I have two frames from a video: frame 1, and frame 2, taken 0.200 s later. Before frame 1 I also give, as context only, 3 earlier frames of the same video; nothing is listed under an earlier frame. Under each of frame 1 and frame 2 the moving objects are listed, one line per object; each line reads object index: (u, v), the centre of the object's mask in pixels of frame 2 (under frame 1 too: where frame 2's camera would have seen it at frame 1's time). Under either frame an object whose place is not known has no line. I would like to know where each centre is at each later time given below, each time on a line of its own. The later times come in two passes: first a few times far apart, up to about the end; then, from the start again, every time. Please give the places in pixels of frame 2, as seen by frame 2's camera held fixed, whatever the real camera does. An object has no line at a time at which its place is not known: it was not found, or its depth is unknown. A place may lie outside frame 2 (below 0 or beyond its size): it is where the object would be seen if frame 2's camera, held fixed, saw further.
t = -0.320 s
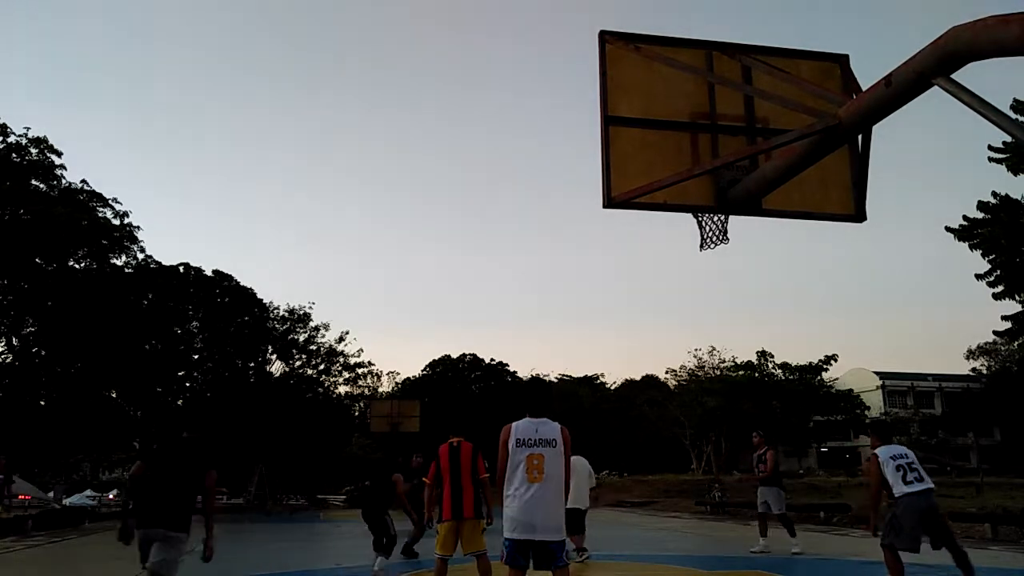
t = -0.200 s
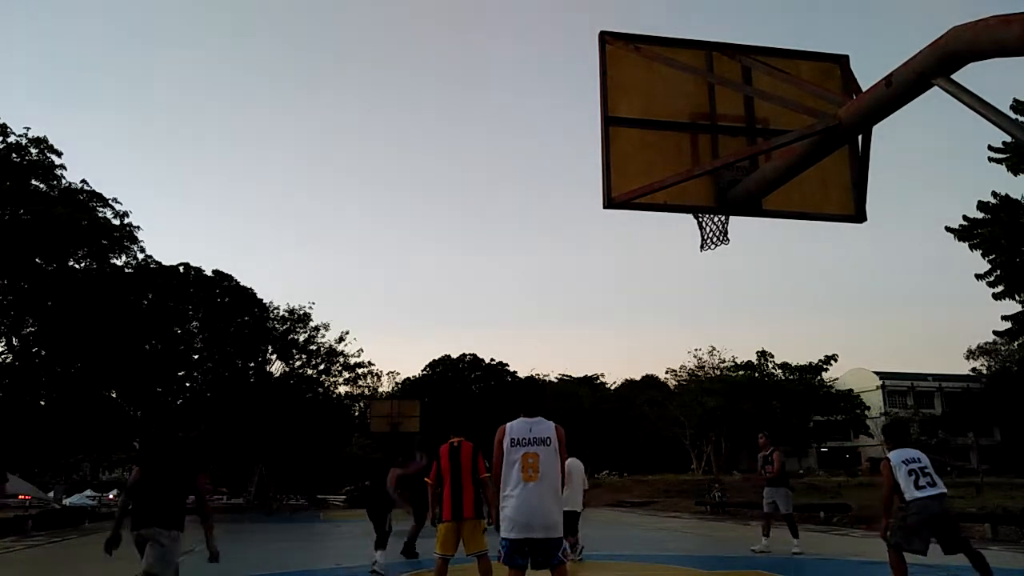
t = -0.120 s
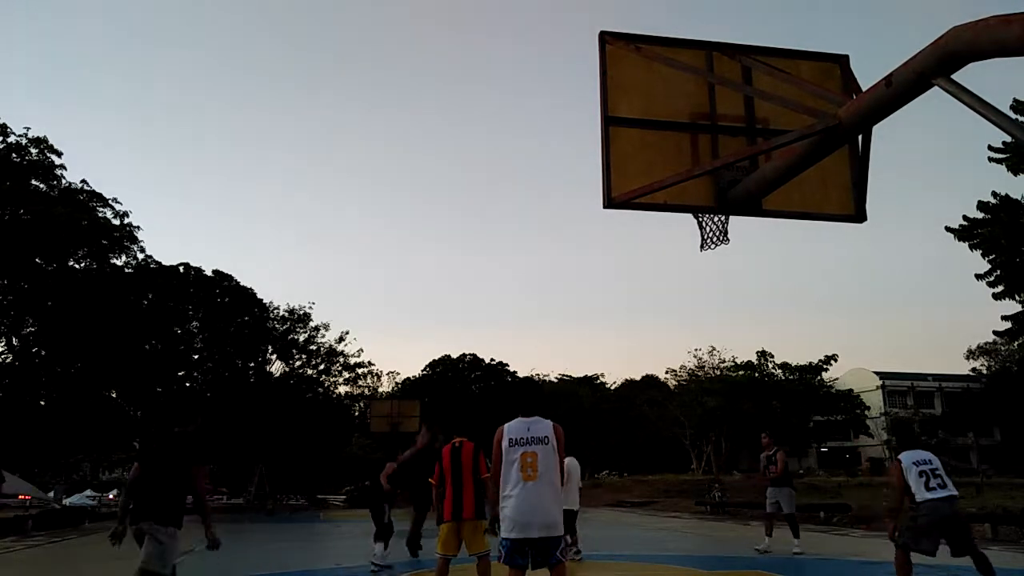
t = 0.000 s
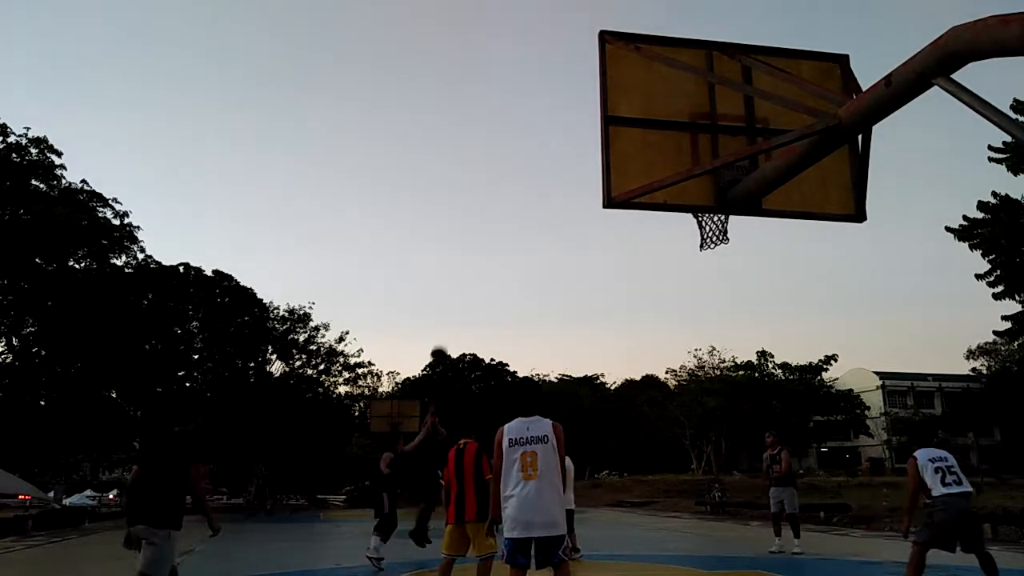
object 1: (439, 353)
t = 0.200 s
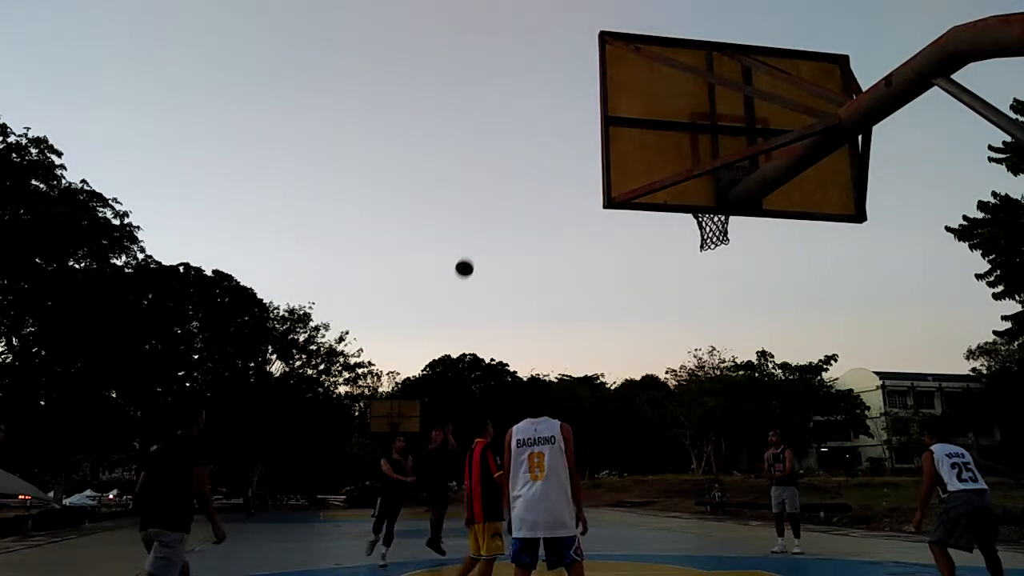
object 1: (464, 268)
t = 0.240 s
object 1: (469, 253)
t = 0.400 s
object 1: (492, 198)
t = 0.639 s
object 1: (532, 141)
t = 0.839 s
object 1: (574, 120)
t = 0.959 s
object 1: (598, 126)
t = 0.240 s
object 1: (469, 253)
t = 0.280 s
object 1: (475, 238)
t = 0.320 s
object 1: (480, 224)
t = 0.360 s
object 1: (486, 211)
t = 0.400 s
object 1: (492, 198)
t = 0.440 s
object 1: (498, 187)
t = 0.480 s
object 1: (504, 176)
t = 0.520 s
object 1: (511, 166)
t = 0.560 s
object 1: (518, 156)
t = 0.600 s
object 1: (525, 148)
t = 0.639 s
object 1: (532, 141)
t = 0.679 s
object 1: (539, 134)
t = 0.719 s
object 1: (548, 129)
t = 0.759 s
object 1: (556, 125)
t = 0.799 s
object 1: (565, 122)
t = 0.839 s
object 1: (574, 120)
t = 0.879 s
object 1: (584, 120)
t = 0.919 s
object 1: (592, 122)
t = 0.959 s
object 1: (598, 126)
